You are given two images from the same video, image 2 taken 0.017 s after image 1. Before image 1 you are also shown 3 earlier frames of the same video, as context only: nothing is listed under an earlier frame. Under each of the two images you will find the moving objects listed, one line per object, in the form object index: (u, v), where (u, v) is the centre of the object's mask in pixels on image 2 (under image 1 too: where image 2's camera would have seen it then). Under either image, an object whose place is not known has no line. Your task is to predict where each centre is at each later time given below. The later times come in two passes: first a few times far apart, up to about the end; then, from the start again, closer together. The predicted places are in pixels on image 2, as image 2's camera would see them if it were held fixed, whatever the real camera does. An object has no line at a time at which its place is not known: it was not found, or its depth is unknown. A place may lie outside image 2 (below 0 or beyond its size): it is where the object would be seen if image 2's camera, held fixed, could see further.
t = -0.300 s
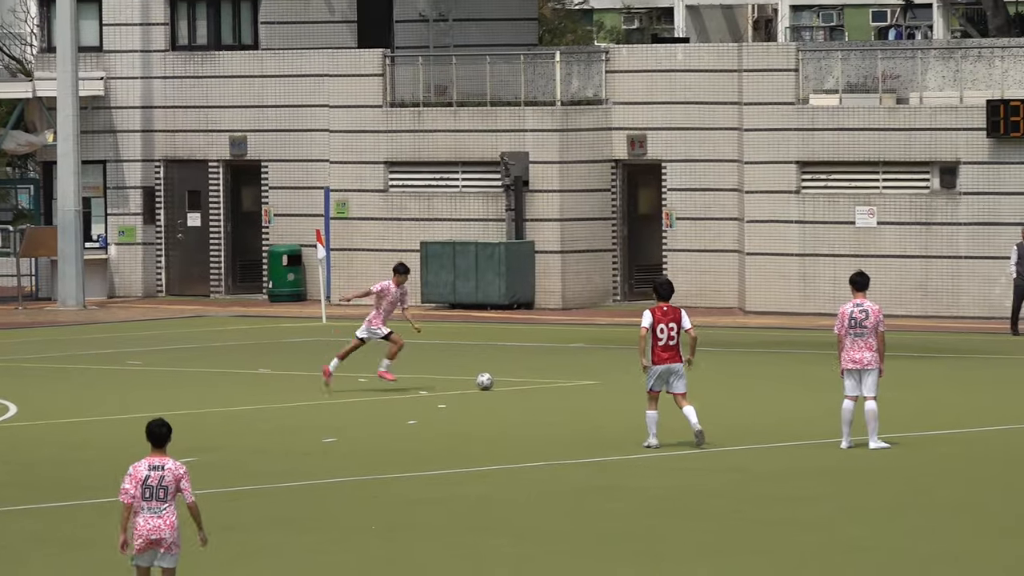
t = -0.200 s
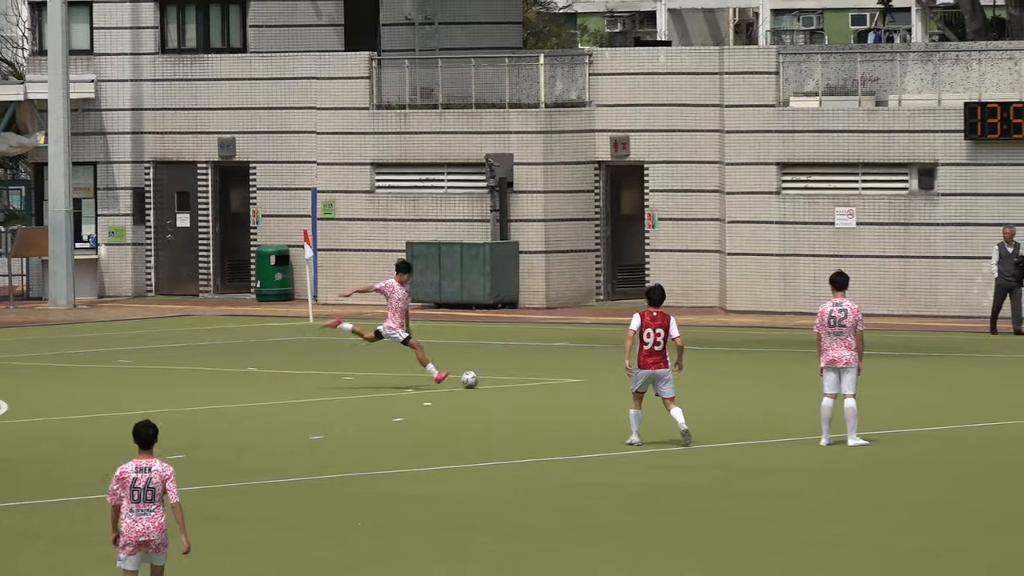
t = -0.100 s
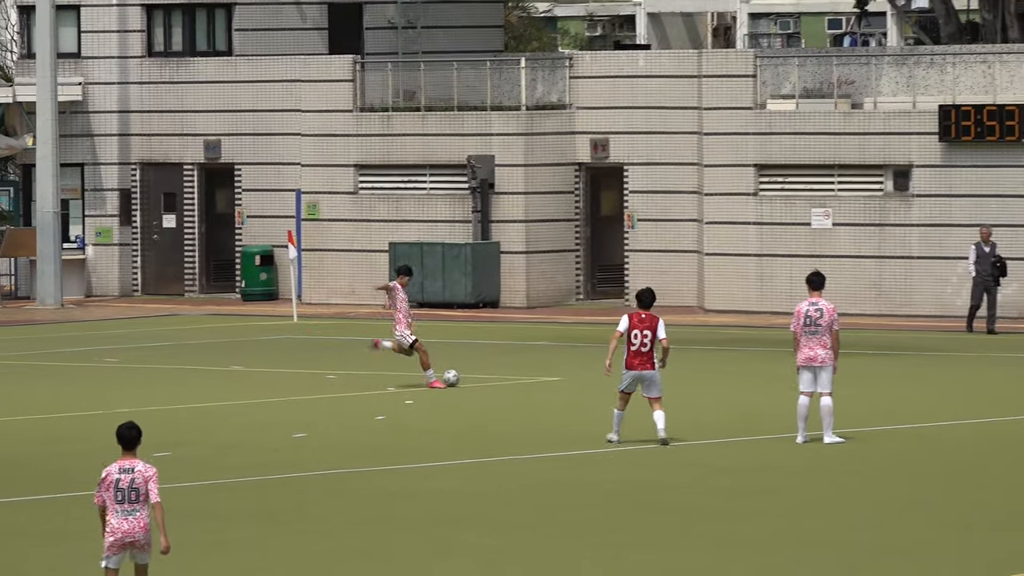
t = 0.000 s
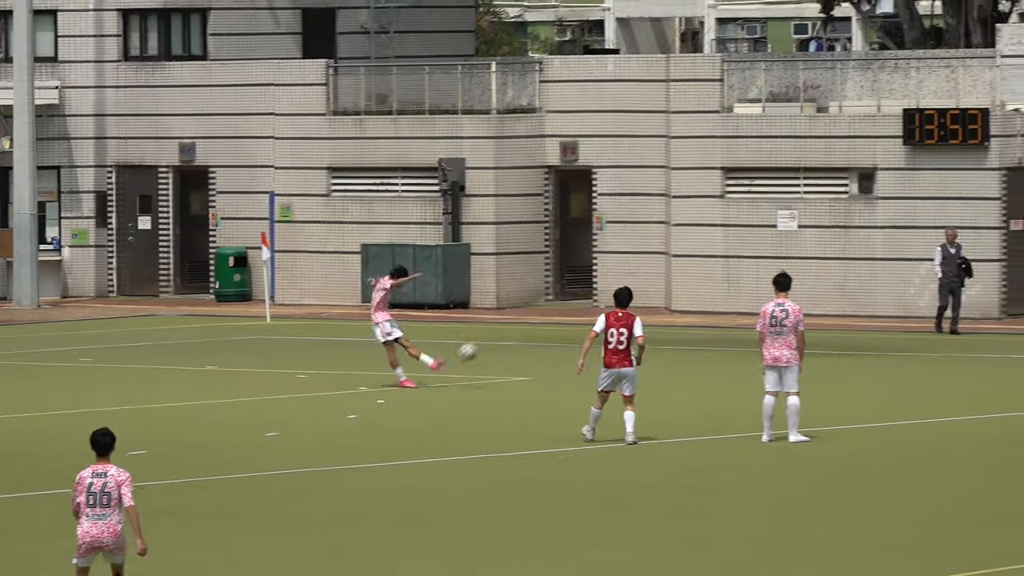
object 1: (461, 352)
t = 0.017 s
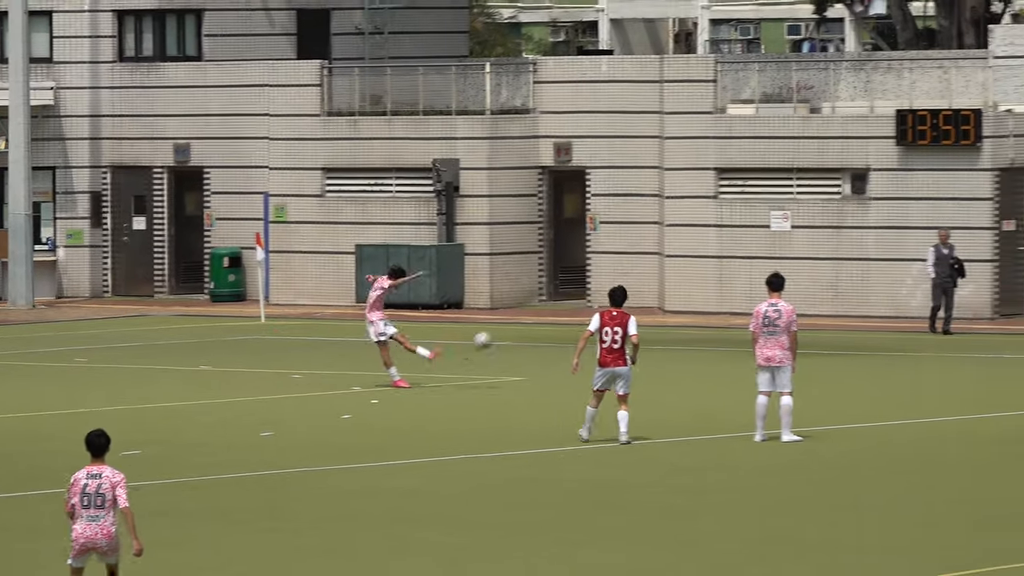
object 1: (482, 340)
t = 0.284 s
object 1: (790, 188)
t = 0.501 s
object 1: (1019, 105)
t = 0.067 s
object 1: (541, 308)
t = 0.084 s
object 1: (562, 297)
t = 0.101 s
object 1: (581, 288)
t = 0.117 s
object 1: (601, 278)
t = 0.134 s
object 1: (620, 268)
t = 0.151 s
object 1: (640, 259)
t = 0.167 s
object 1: (659, 249)
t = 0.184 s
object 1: (678, 240)
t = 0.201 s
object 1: (697, 230)
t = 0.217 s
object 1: (715, 221)
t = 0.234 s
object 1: (735, 213)
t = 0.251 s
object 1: (753, 204)
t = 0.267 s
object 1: (771, 196)
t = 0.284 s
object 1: (790, 188)
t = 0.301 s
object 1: (808, 180)
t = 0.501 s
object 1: (1019, 105)
